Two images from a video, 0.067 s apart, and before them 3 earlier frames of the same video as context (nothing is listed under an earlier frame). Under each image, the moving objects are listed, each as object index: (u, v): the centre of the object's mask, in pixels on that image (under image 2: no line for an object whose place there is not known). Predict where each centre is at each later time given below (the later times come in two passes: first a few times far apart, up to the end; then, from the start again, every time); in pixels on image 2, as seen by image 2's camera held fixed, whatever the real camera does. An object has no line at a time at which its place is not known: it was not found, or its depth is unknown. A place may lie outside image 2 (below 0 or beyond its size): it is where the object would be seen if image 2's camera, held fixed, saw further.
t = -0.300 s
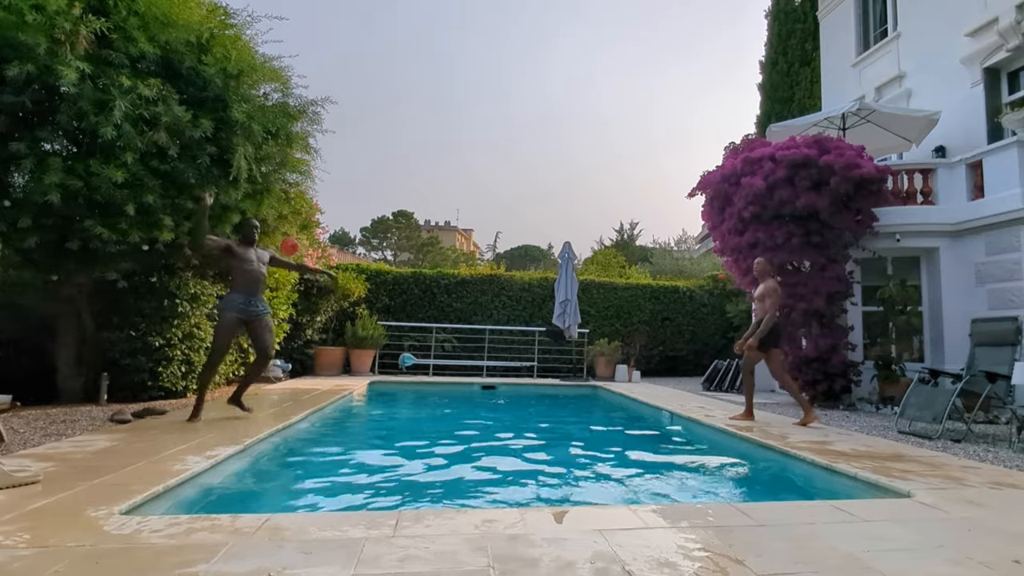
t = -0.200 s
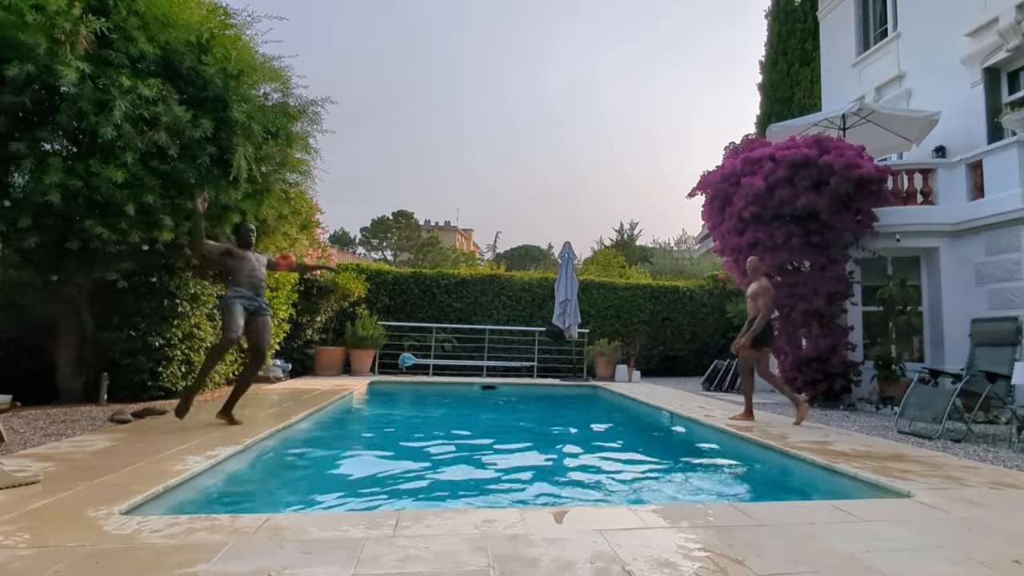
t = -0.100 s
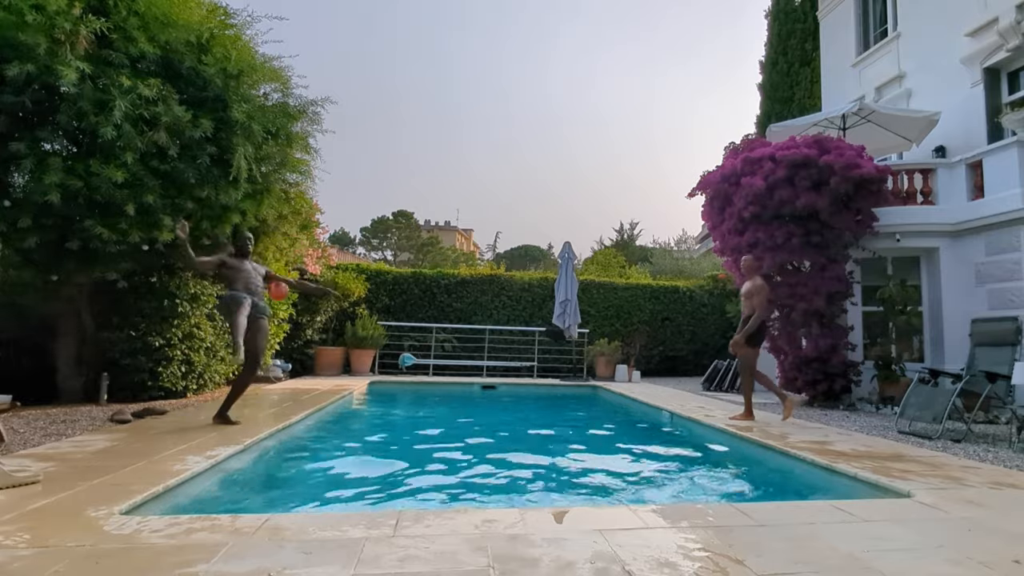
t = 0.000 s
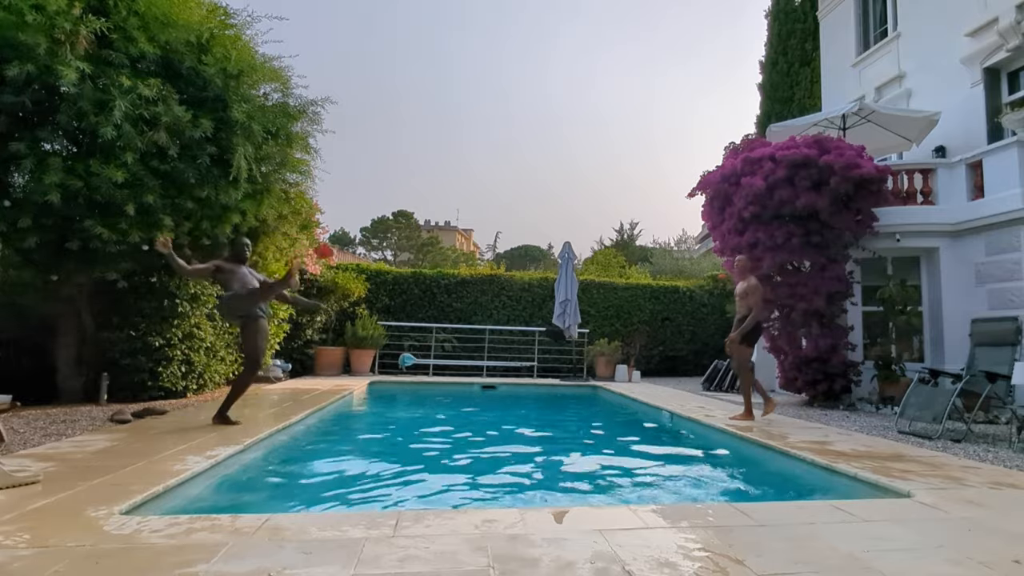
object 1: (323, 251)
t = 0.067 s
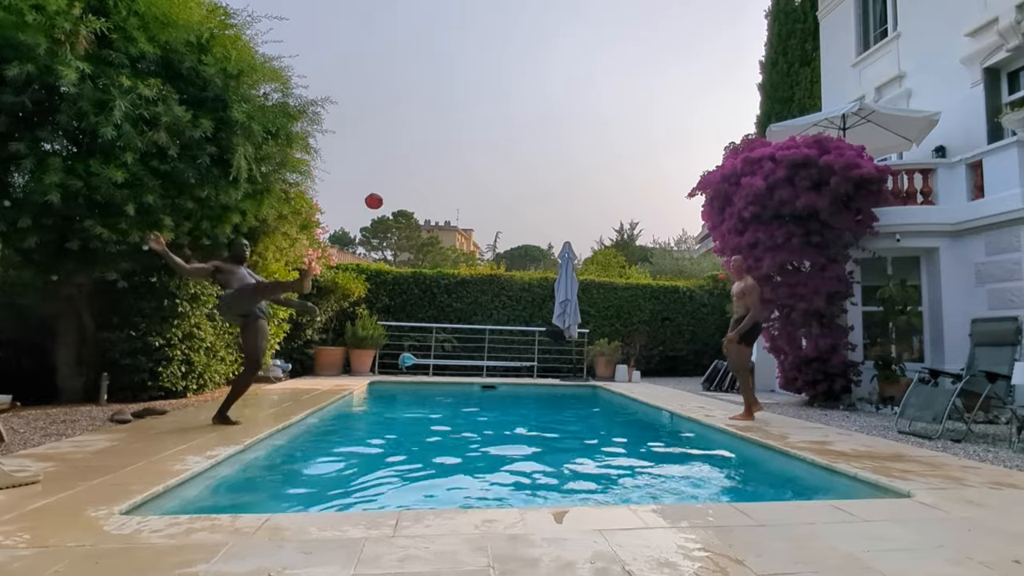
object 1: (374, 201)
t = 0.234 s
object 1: (469, 123)
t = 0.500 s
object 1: (573, 90)
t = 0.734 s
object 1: (637, 113)
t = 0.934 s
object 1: (680, 162)
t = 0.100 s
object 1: (395, 181)
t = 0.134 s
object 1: (415, 163)
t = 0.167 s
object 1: (433, 148)
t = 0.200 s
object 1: (452, 134)
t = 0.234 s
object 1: (469, 123)
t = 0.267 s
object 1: (484, 114)
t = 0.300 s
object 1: (499, 107)
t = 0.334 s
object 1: (512, 101)
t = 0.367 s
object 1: (525, 96)
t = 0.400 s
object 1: (539, 92)
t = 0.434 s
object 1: (551, 90)
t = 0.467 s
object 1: (562, 90)
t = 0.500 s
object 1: (573, 90)
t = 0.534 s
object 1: (583, 90)
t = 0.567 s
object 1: (593, 92)
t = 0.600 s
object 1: (603, 94)
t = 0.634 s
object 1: (612, 98)
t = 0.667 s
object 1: (620, 103)
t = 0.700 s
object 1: (629, 108)
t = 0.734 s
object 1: (637, 113)
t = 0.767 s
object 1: (645, 120)
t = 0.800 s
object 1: (652, 127)
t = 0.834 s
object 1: (660, 135)
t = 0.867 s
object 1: (666, 144)
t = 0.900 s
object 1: (673, 153)
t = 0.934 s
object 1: (680, 162)
